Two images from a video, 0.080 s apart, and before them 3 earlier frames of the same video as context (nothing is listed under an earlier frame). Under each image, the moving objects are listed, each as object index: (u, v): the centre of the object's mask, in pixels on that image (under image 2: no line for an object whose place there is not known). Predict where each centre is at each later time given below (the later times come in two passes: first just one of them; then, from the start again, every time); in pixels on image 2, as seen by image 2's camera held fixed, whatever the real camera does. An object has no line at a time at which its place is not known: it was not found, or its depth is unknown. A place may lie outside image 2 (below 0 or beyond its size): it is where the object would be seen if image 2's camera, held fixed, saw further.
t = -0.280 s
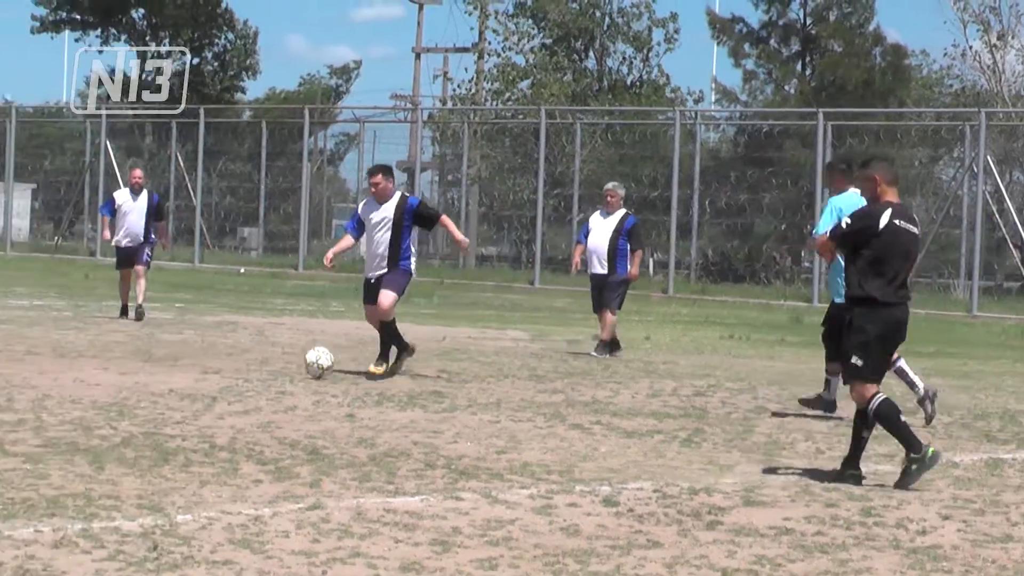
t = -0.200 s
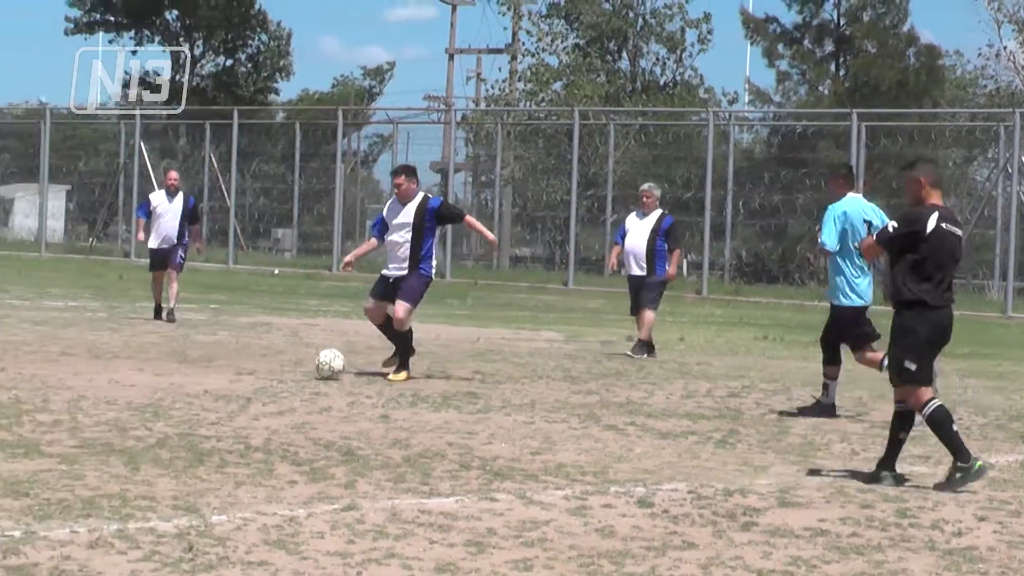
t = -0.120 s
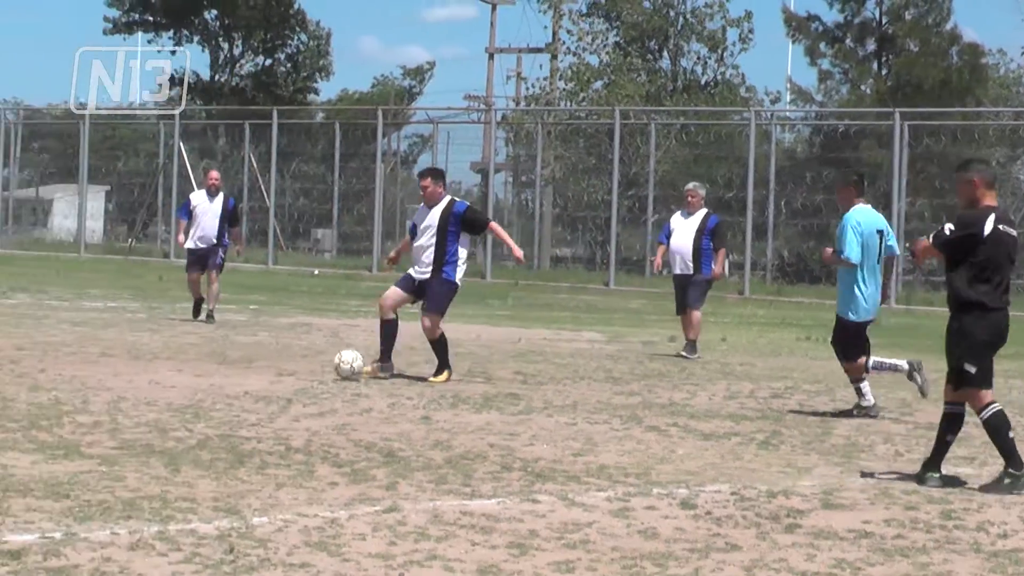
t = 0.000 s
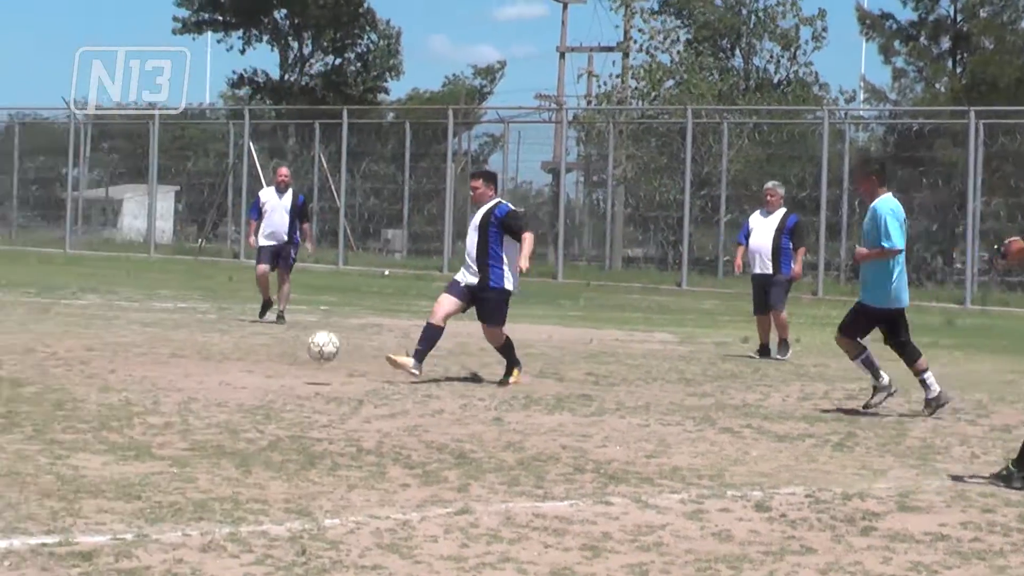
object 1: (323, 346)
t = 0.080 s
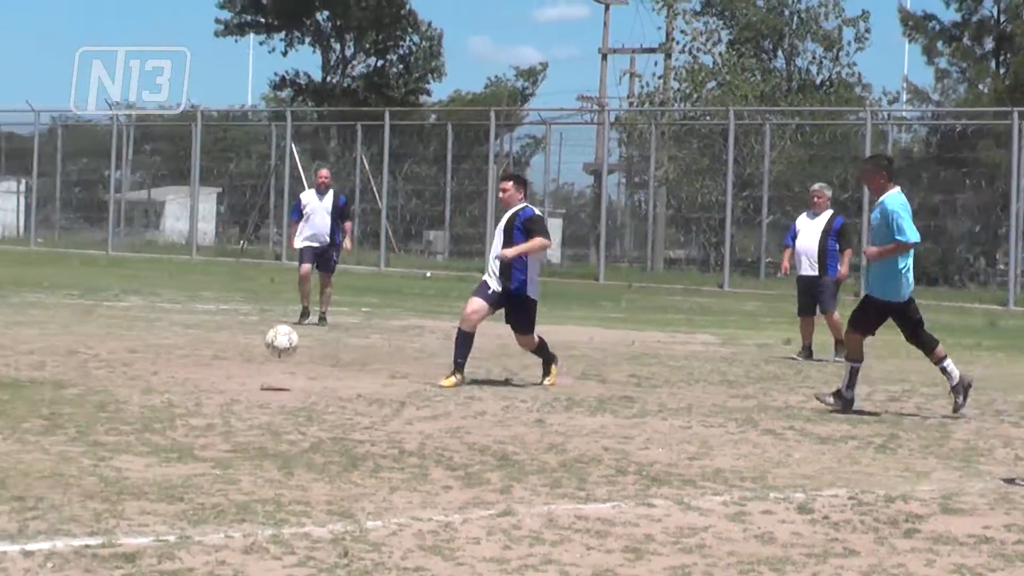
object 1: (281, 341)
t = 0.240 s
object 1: (97, 353)
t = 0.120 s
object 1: (238, 341)
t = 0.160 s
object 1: (193, 343)
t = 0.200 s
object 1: (146, 347)
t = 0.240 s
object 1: (97, 353)
